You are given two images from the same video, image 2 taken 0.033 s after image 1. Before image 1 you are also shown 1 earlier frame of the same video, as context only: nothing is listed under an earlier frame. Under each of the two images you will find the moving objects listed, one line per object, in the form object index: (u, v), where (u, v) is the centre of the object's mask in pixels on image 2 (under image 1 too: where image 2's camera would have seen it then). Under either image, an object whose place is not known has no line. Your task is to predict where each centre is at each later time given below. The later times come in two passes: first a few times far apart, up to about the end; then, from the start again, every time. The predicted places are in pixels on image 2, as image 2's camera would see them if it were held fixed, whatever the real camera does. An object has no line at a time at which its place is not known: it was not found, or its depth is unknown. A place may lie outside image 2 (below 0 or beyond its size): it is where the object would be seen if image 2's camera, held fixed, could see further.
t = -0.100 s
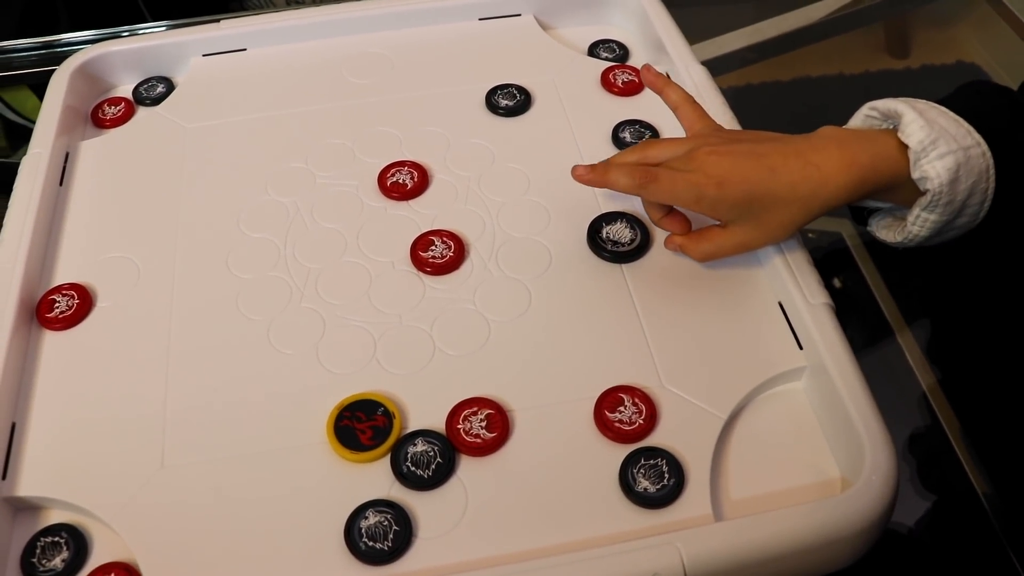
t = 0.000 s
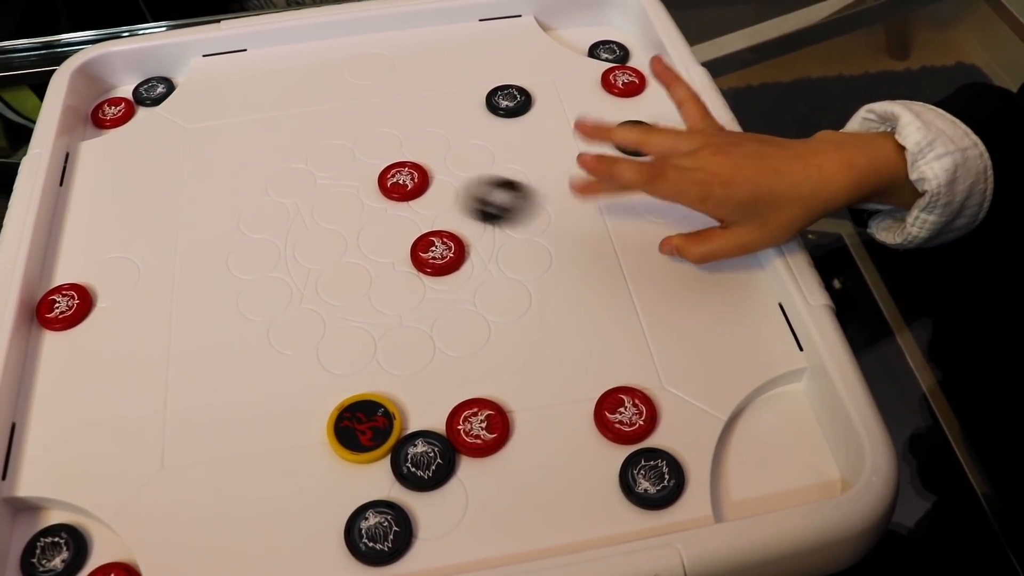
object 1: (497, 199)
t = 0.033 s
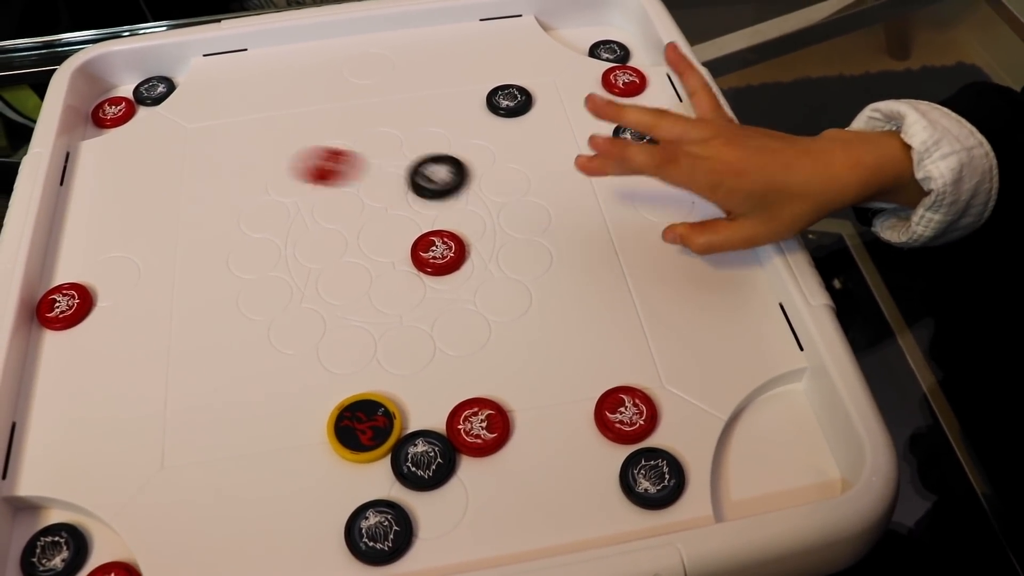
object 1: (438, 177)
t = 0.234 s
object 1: (293, 99)
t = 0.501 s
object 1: (210, 77)
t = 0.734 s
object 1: (205, 81)
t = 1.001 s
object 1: (205, 81)
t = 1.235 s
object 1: (205, 81)
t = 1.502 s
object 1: (205, 81)
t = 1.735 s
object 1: (205, 81)
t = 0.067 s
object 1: (407, 160)
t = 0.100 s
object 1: (379, 145)
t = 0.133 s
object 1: (355, 132)
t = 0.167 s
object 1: (332, 119)
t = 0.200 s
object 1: (311, 108)
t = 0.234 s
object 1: (293, 99)
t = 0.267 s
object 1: (269, 90)
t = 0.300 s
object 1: (260, 82)
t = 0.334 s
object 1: (247, 75)
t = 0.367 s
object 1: (235, 68)
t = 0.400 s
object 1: (226, 63)
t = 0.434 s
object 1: (219, 69)
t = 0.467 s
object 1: (214, 74)
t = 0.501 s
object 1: (210, 77)
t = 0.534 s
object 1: (207, 79)
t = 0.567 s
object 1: (206, 80)
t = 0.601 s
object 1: (205, 81)
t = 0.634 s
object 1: (205, 81)
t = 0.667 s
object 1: (205, 81)
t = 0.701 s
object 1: (205, 81)
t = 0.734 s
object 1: (205, 81)
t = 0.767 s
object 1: (205, 81)
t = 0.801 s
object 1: (205, 81)
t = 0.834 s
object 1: (205, 81)
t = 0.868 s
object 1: (205, 81)
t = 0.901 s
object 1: (205, 81)
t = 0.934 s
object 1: (205, 81)
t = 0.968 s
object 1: (205, 81)
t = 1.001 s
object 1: (205, 81)
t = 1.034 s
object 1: (205, 81)
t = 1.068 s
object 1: (205, 81)
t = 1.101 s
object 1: (205, 81)
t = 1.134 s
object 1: (205, 81)
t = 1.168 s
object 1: (205, 81)
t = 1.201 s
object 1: (205, 81)
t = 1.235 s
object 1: (205, 81)
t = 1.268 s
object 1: (205, 81)
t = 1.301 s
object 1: (205, 81)
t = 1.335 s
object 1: (205, 81)
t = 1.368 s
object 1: (205, 81)
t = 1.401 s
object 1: (205, 81)
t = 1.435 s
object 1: (205, 81)
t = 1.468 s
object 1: (205, 81)
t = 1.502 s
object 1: (205, 81)
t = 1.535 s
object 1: (205, 81)
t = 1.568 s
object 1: (205, 81)
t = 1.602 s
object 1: (205, 81)
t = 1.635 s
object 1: (205, 81)
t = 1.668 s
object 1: (205, 81)
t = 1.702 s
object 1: (205, 81)
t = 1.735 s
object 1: (205, 81)
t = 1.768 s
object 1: (205, 81)
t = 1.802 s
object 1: (205, 81)
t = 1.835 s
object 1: (205, 81)
